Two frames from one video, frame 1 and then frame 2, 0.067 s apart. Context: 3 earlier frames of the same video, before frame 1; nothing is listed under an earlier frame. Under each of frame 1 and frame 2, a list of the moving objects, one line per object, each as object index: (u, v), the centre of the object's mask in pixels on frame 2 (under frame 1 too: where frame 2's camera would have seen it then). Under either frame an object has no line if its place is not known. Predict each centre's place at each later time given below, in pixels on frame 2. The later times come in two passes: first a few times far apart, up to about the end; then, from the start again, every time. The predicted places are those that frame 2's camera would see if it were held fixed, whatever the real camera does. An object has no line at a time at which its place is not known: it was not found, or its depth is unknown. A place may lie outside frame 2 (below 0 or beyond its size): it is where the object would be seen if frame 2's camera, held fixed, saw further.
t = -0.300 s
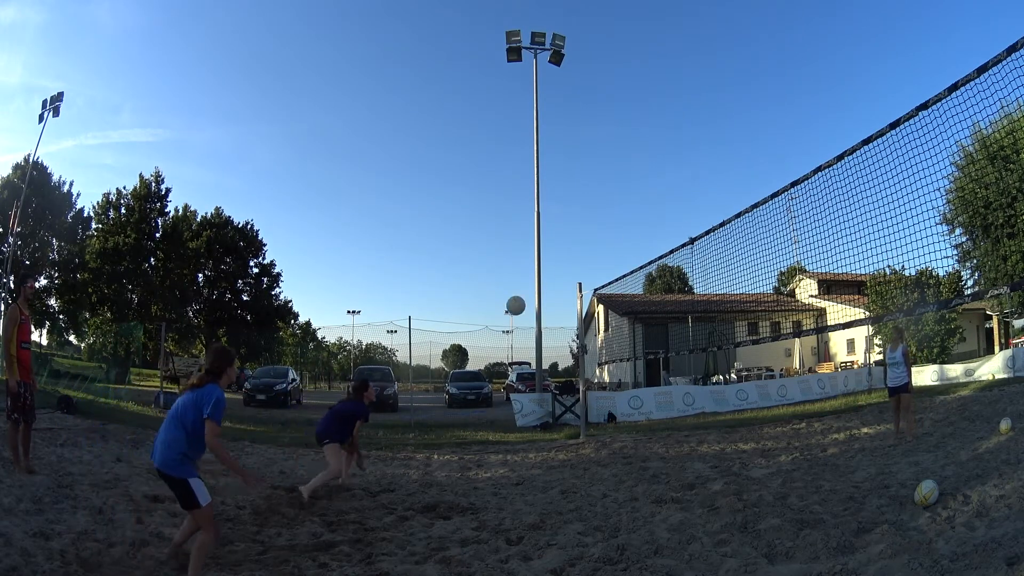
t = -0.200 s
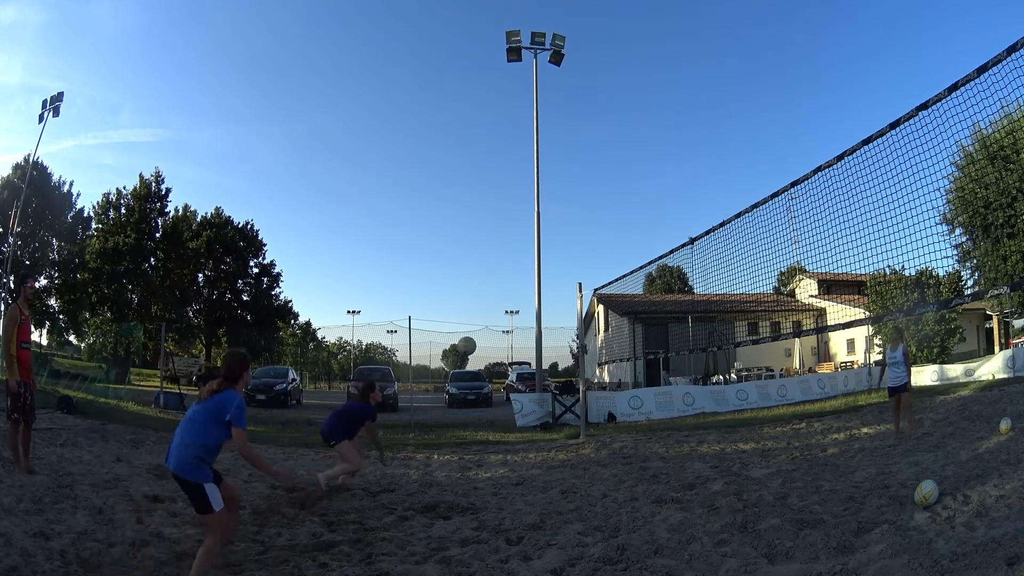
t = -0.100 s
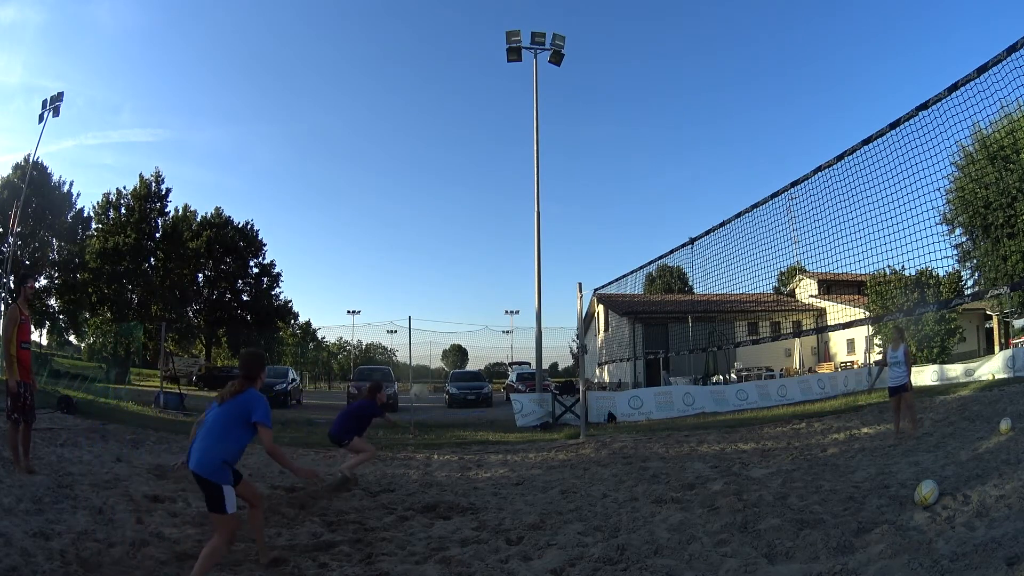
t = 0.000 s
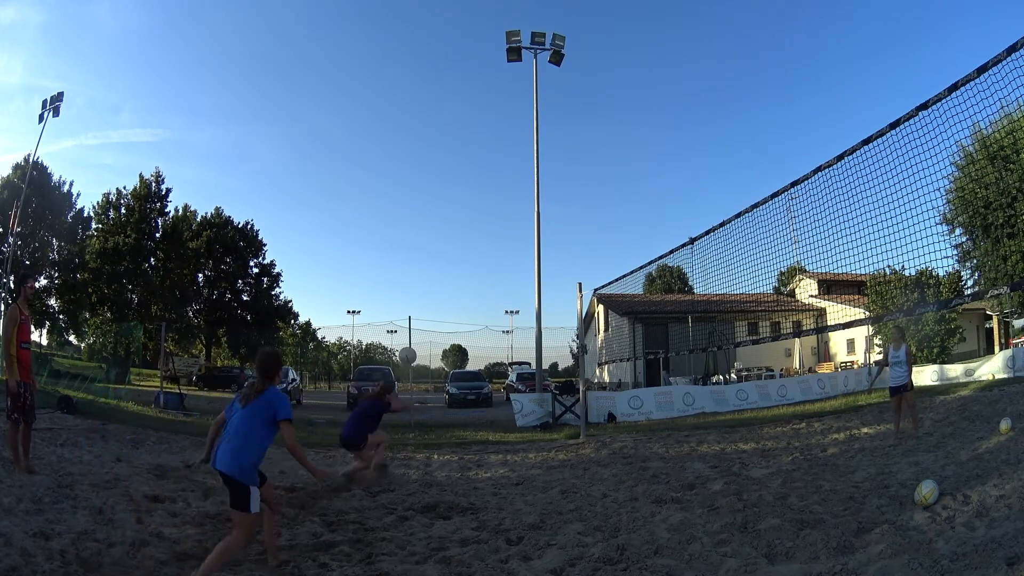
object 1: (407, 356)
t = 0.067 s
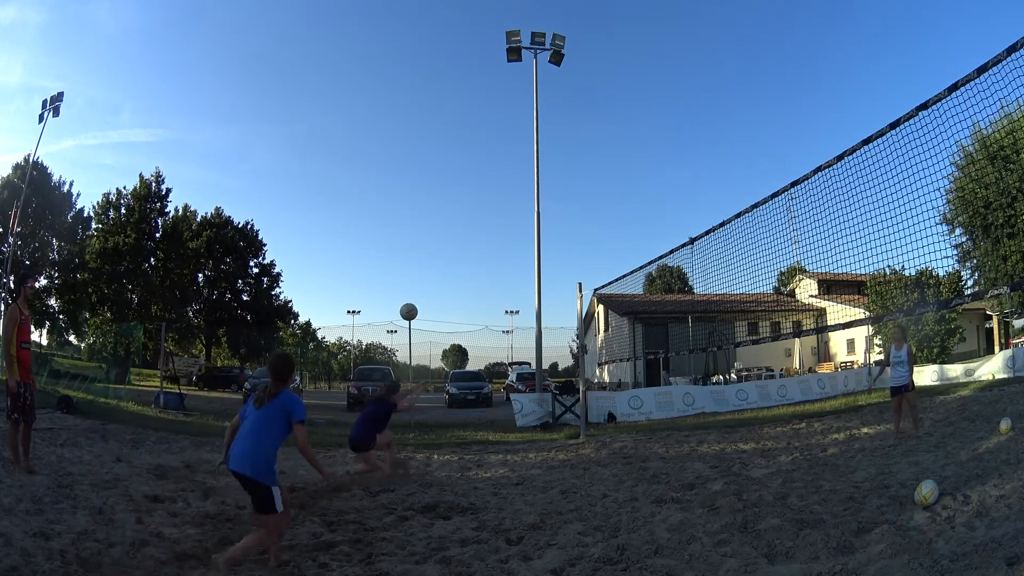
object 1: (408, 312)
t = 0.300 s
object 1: (412, 201)
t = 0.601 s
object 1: (413, 134)
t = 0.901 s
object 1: (408, 125)
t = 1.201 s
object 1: (399, 163)
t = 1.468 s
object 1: (388, 238)
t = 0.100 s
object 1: (409, 292)
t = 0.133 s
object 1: (410, 273)
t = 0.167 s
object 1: (410, 256)
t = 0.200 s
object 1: (411, 241)
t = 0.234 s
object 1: (411, 226)
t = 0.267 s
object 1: (412, 213)
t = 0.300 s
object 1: (412, 201)
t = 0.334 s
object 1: (413, 190)
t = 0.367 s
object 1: (413, 180)
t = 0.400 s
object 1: (413, 171)
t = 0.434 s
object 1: (413, 163)
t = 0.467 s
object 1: (413, 155)
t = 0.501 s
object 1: (414, 149)
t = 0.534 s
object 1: (413, 143)
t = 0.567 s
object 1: (413, 139)
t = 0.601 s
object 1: (413, 134)
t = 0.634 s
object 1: (413, 131)
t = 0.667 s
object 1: (412, 128)
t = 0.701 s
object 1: (412, 126)
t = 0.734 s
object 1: (412, 124)
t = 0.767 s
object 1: (411, 123)
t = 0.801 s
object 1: (411, 123)
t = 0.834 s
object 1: (410, 123)
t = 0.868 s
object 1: (409, 124)
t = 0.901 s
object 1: (408, 125)
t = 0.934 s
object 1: (407, 127)
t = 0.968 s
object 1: (406, 130)
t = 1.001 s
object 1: (406, 133)
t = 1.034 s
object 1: (404, 136)
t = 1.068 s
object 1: (404, 140)
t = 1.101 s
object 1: (402, 145)
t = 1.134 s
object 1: (401, 151)
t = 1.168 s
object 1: (400, 157)
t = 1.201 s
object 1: (399, 163)
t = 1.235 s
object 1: (398, 170)
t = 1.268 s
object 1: (396, 178)
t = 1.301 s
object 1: (395, 186)
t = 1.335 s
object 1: (393, 195)
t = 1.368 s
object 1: (392, 205)
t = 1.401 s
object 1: (391, 216)
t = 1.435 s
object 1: (389, 227)
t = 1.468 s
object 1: (388, 238)
